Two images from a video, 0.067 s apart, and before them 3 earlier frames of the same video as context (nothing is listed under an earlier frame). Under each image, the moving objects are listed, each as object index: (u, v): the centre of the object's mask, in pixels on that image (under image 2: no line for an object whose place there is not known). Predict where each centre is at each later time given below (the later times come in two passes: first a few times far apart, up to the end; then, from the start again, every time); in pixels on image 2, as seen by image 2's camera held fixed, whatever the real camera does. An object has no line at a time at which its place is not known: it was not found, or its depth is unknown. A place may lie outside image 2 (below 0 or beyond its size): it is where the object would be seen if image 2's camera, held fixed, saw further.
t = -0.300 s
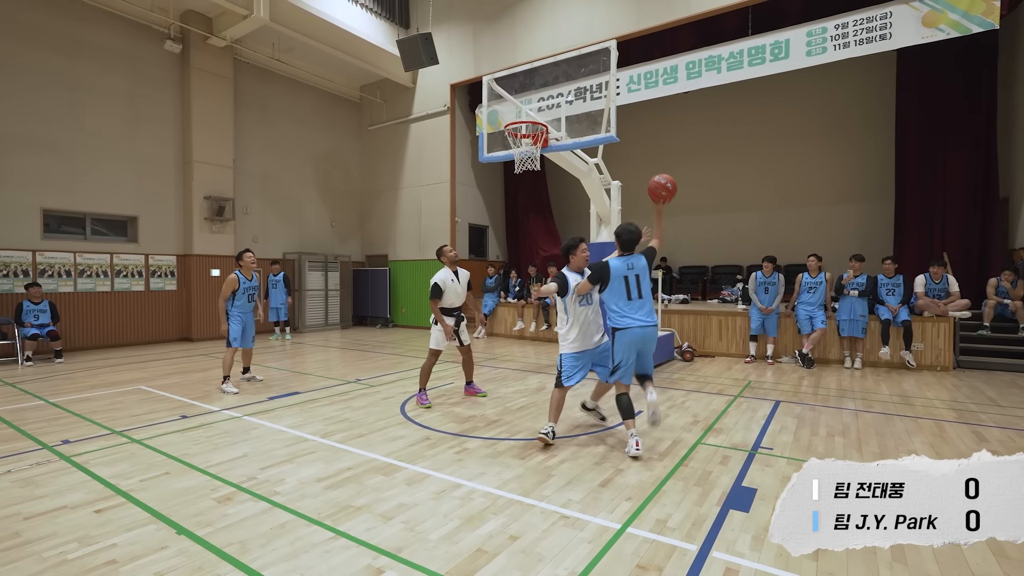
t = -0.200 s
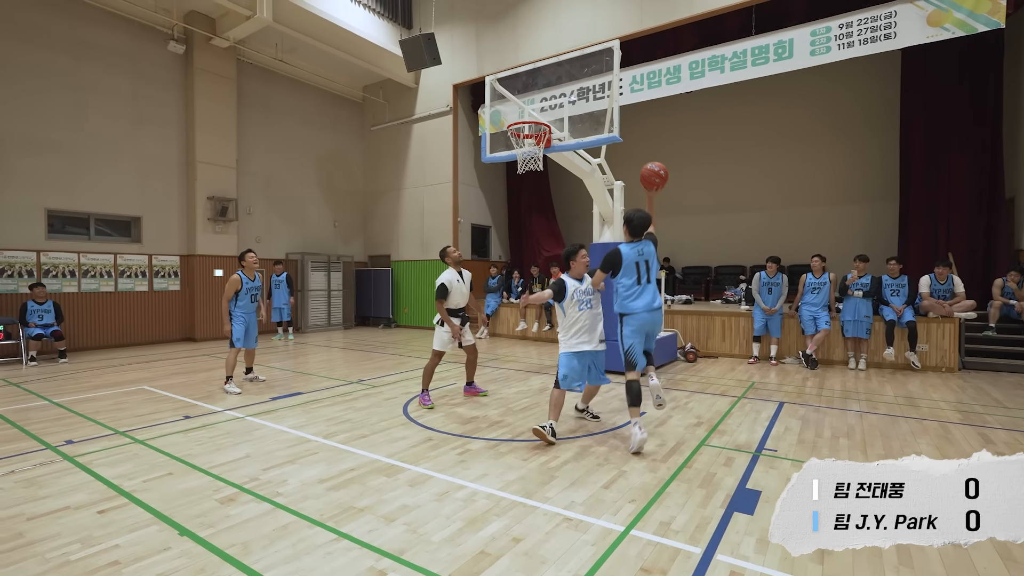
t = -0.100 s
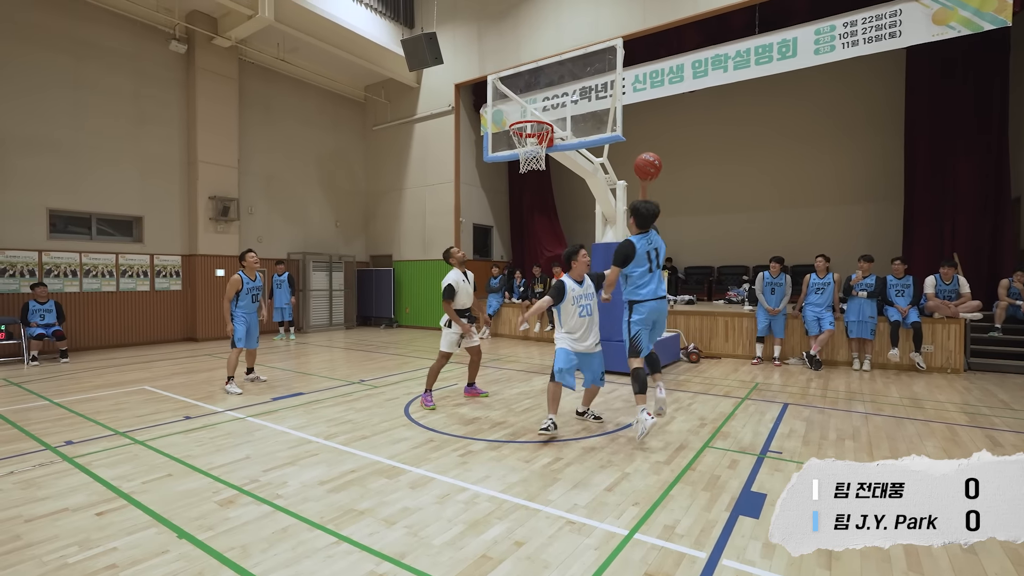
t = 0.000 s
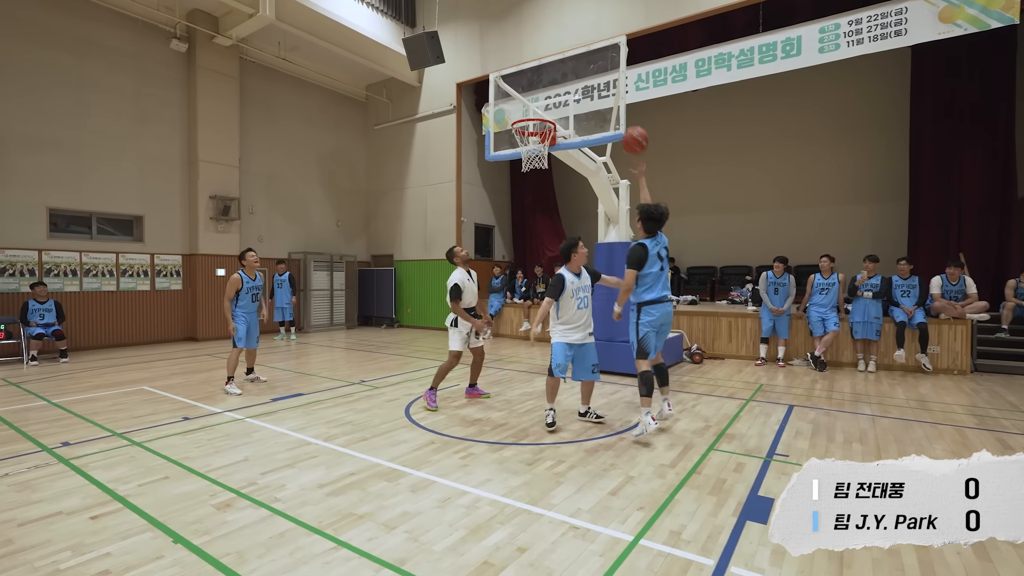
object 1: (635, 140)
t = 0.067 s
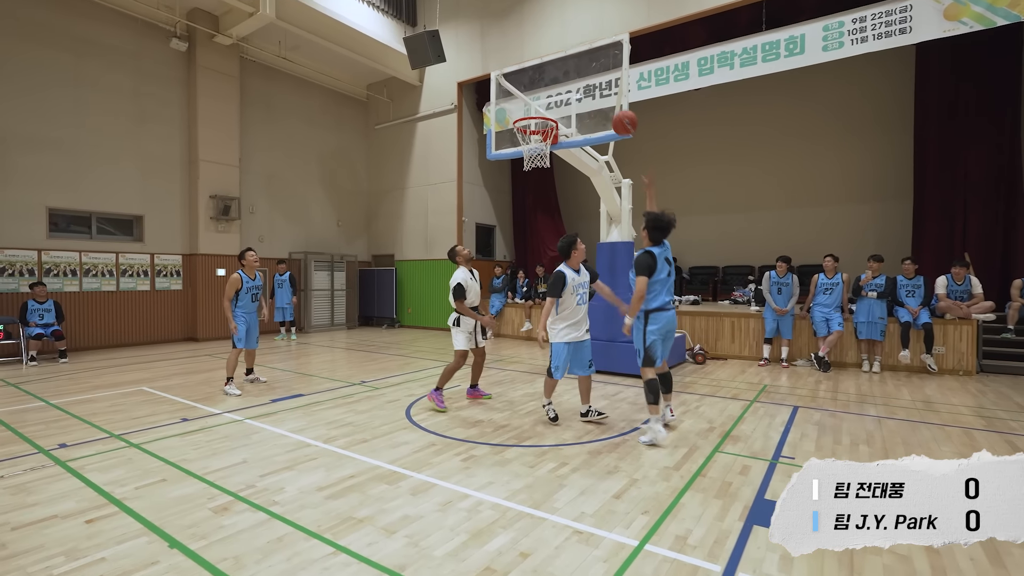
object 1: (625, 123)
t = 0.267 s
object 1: (591, 105)
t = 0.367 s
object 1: (573, 106)
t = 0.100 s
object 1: (618, 117)
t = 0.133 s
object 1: (612, 112)
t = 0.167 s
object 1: (607, 109)
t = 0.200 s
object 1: (601, 107)
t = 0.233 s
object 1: (596, 105)
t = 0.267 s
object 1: (591, 105)
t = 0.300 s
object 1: (585, 105)
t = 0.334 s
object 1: (579, 105)
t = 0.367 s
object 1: (573, 106)
